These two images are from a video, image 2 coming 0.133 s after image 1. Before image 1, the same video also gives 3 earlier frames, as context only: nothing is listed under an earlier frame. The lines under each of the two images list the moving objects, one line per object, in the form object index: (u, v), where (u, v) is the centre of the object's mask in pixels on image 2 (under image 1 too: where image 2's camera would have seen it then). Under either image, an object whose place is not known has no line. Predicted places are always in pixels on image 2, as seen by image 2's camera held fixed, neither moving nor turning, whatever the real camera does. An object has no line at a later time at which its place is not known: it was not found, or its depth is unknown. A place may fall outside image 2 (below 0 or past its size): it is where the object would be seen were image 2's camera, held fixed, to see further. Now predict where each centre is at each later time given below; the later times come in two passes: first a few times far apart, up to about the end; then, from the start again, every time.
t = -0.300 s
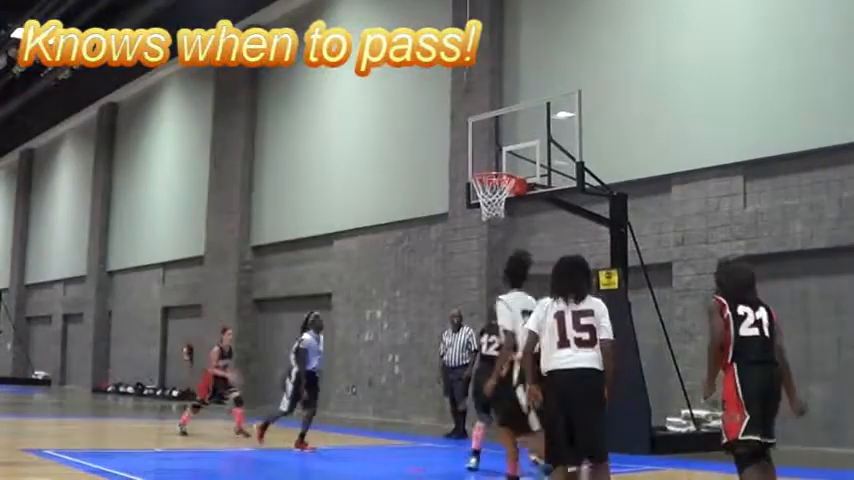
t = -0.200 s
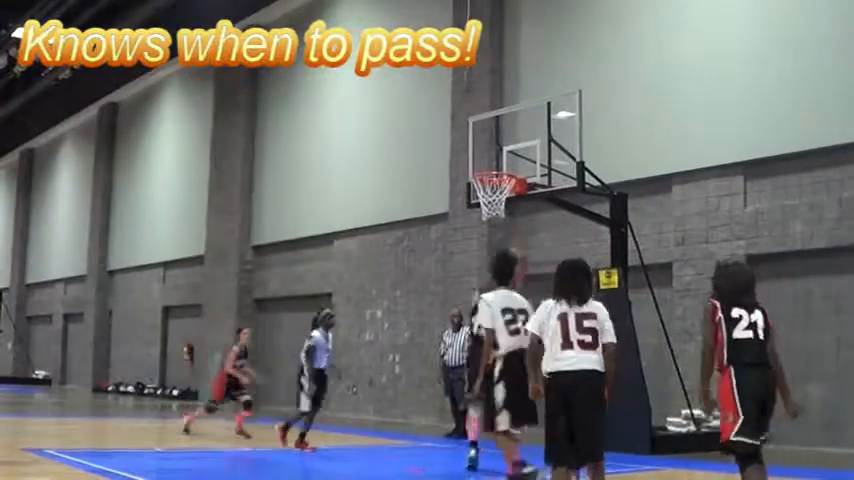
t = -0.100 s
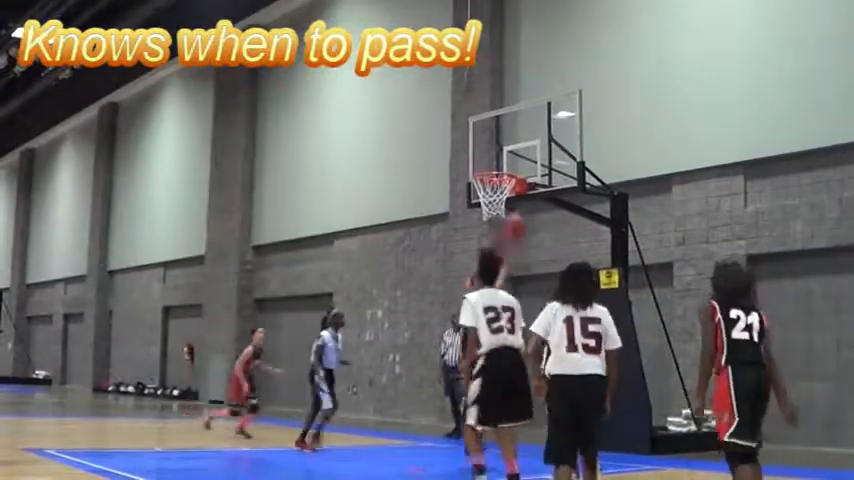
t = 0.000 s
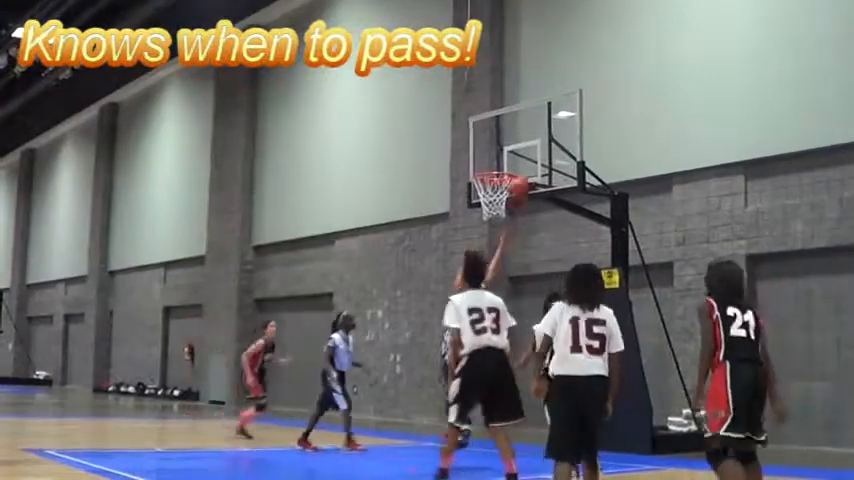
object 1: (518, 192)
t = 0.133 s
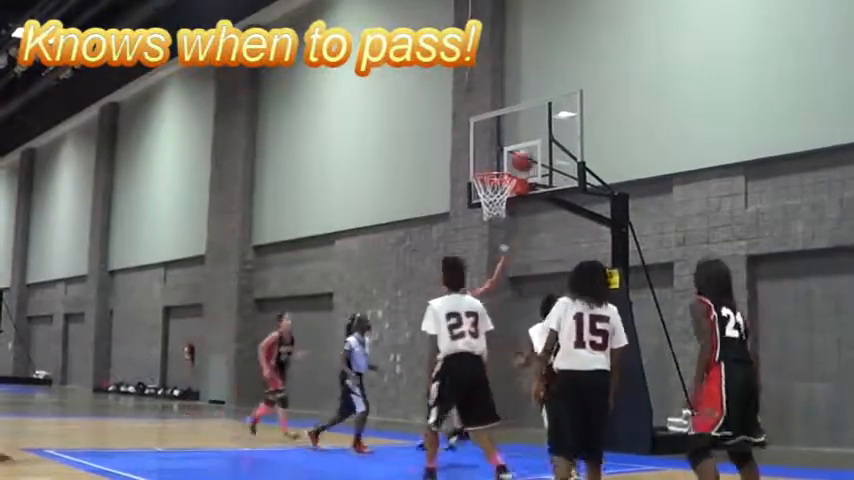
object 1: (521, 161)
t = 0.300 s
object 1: (527, 148)
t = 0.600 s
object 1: (503, 161)
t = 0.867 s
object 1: (487, 162)
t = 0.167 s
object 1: (524, 157)
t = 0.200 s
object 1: (524, 153)
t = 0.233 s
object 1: (525, 149)
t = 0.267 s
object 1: (526, 148)
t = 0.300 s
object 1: (527, 148)
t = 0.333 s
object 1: (528, 148)
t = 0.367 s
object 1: (529, 149)
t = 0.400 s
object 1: (528, 151)
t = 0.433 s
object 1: (526, 157)
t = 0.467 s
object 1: (521, 159)
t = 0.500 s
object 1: (518, 163)
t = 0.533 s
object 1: (513, 164)
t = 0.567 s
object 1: (511, 162)
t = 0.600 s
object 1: (503, 161)
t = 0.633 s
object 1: (499, 160)
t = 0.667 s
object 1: (497, 159)
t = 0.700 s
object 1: (495, 160)
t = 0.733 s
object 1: (491, 162)
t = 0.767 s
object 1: (487, 163)
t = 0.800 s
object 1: (487, 163)
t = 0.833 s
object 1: (486, 163)
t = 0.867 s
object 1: (487, 162)
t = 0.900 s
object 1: (486, 162)
